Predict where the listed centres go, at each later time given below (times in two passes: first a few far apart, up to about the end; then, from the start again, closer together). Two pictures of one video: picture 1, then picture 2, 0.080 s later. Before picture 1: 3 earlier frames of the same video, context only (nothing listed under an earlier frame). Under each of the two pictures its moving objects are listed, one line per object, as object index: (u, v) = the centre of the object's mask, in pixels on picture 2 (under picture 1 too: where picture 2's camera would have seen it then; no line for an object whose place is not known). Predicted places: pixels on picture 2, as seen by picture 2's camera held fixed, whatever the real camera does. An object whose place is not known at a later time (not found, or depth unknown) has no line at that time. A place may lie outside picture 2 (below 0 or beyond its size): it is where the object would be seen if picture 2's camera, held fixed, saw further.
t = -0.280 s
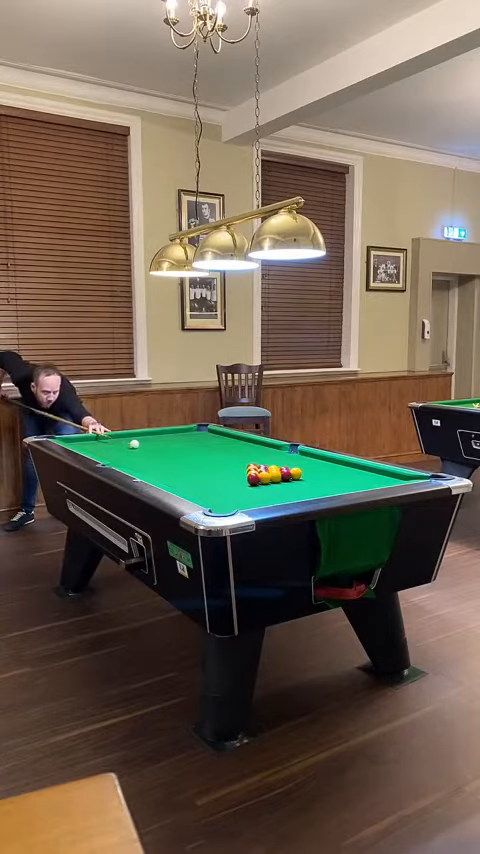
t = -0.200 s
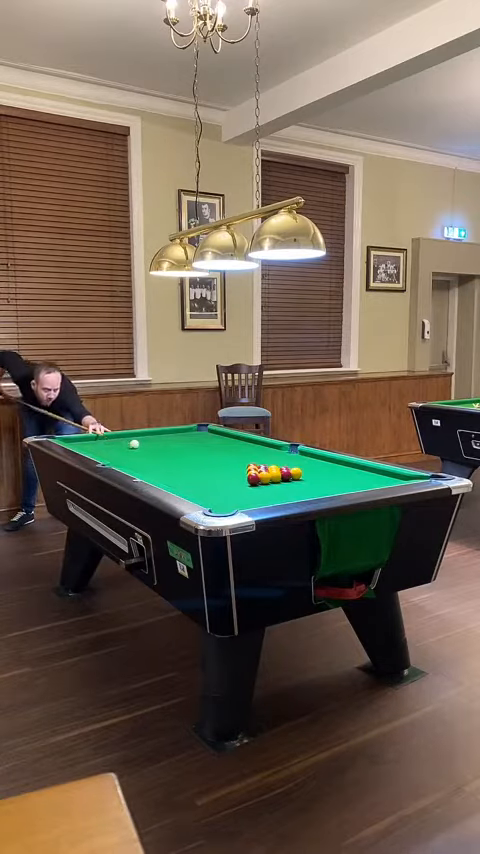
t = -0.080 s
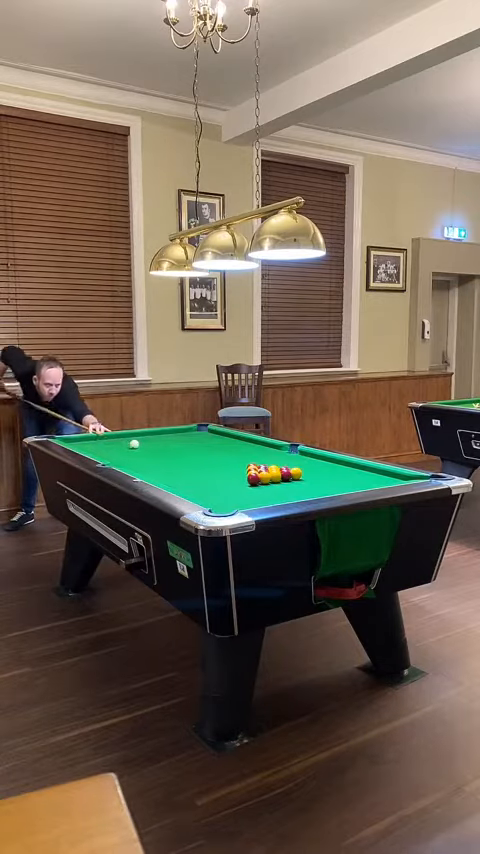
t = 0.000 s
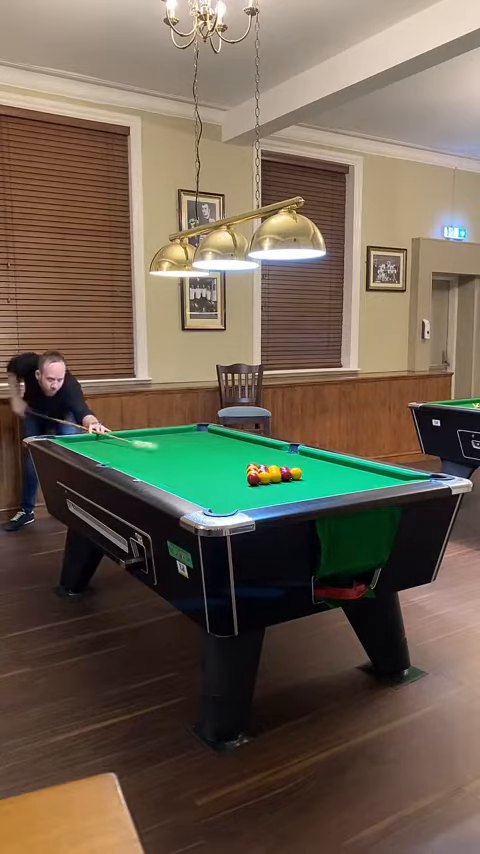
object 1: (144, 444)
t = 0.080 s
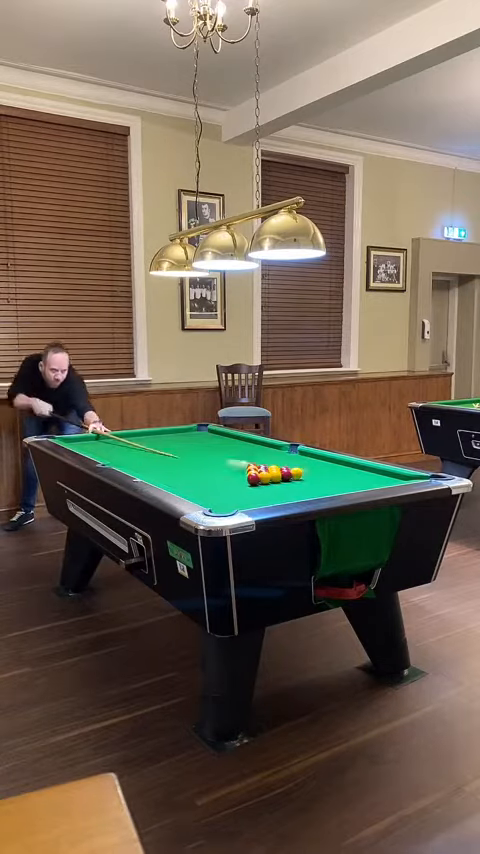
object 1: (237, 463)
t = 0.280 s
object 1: (217, 463)
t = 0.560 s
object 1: (194, 465)
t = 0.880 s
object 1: (177, 466)
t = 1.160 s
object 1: (163, 466)
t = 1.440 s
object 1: (151, 466)
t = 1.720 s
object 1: (141, 467)
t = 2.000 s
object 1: (133, 466)
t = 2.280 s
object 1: (125, 466)
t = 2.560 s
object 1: (116, 466)
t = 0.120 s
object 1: (239, 459)
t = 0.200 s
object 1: (228, 458)
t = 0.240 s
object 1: (223, 462)
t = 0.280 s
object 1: (217, 463)
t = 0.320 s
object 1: (213, 464)
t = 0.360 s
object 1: (208, 464)
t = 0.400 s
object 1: (205, 464)
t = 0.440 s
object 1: (201, 464)
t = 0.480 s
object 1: (198, 464)
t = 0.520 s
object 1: (196, 464)
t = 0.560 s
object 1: (194, 465)
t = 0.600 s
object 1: (191, 465)
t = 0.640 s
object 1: (189, 465)
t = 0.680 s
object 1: (187, 465)
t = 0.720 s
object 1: (185, 465)
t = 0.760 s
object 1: (182, 465)
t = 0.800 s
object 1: (181, 465)
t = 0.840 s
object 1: (179, 465)
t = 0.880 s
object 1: (177, 466)
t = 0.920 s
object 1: (175, 466)
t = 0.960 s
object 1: (172, 466)
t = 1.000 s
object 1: (171, 466)
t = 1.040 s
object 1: (168, 466)
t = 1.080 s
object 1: (167, 466)
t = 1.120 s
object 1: (165, 466)
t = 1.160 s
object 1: (163, 466)
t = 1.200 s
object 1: (161, 466)
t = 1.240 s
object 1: (160, 466)
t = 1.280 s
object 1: (158, 466)
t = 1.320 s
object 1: (156, 466)
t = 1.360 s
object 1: (154, 466)
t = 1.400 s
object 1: (153, 466)
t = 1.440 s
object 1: (151, 466)
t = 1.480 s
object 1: (150, 466)
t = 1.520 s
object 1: (148, 466)
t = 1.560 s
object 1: (147, 466)
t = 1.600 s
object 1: (145, 467)
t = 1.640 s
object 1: (144, 467)
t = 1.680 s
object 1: (142, 467)
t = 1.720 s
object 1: (141, 467)
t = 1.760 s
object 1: (140, 467)
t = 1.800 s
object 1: (139, 467)
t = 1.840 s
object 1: (138, 467)
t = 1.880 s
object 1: (137, 467)
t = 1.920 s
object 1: (135, 467)
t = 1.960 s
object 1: (134, 467)
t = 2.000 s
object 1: (133, 466)
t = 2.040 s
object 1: (132, 466)
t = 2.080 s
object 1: (131, 466)
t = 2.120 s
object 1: (130, 466)
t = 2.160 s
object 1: (129, 466)
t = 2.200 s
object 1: (127, 466)
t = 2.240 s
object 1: (126, 466)
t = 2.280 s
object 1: (125, 466)
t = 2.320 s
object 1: (125, 466)
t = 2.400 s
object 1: (123, 465)
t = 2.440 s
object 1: (122, 465)
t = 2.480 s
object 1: (119, 466)
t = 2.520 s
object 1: (117, 466)
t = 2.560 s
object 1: (116, 466)
